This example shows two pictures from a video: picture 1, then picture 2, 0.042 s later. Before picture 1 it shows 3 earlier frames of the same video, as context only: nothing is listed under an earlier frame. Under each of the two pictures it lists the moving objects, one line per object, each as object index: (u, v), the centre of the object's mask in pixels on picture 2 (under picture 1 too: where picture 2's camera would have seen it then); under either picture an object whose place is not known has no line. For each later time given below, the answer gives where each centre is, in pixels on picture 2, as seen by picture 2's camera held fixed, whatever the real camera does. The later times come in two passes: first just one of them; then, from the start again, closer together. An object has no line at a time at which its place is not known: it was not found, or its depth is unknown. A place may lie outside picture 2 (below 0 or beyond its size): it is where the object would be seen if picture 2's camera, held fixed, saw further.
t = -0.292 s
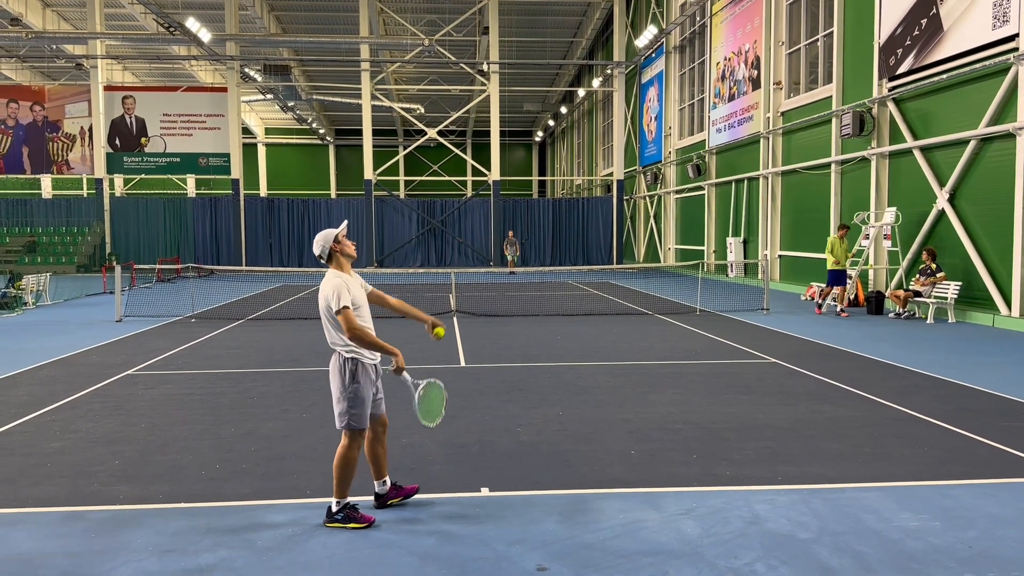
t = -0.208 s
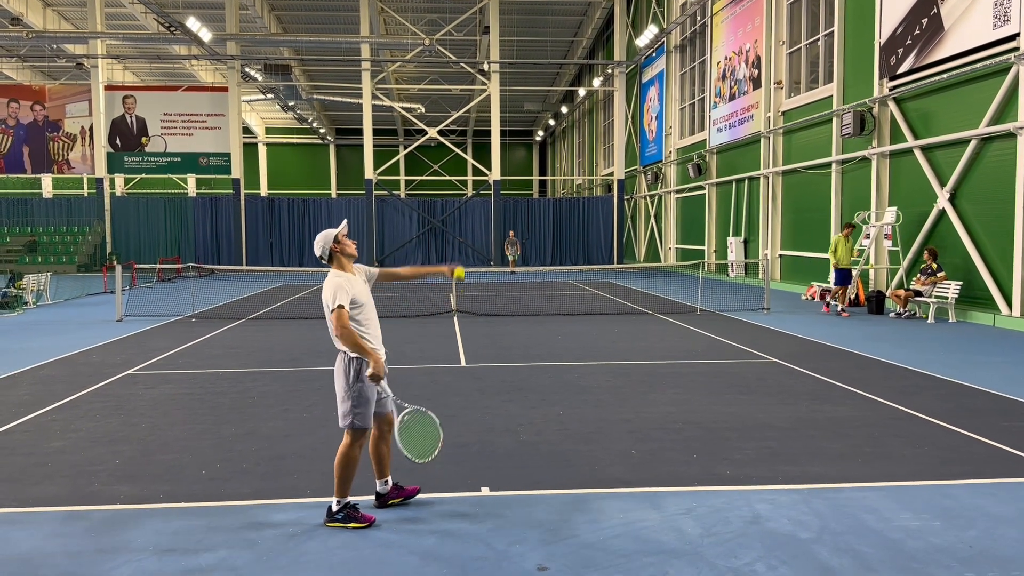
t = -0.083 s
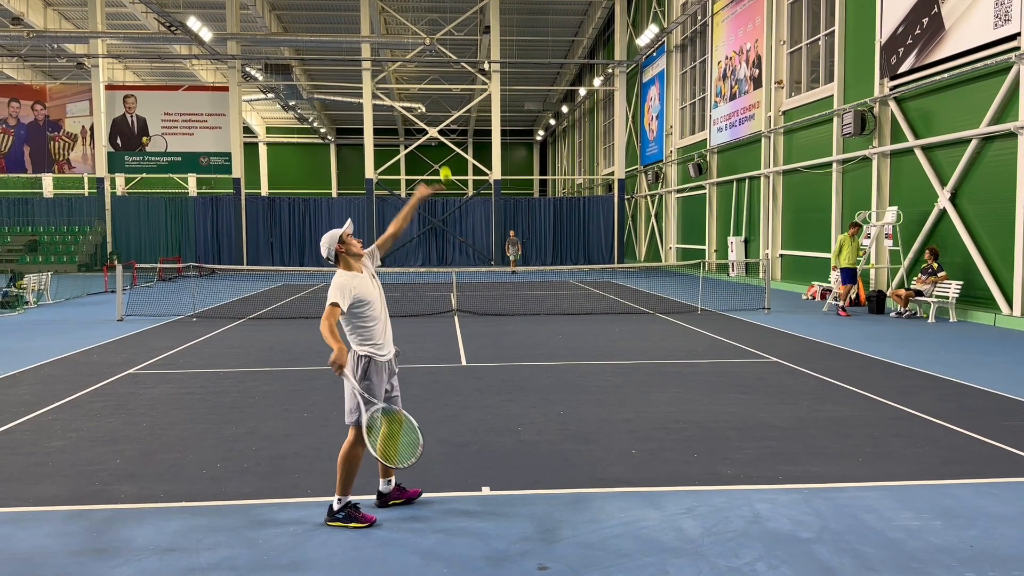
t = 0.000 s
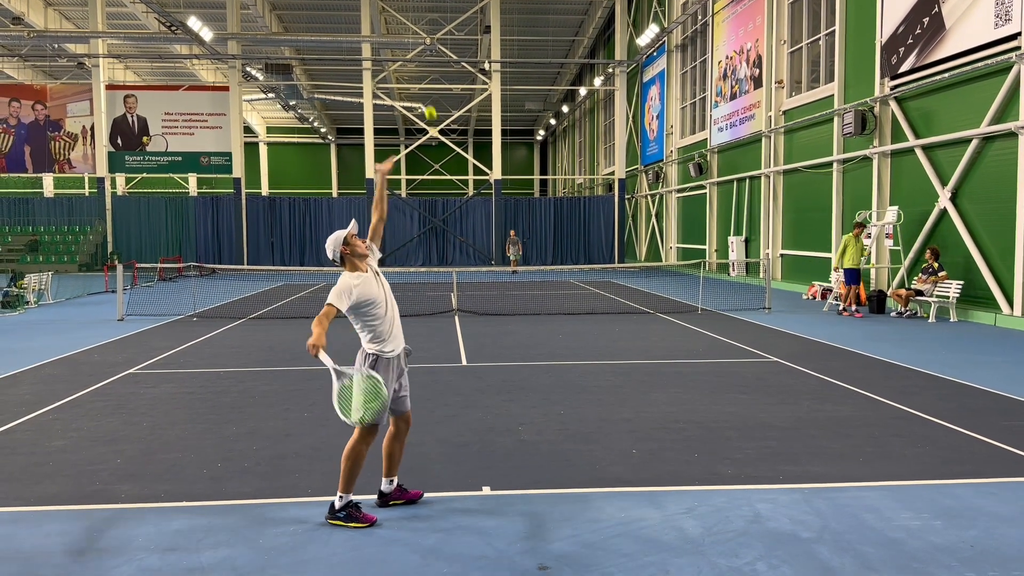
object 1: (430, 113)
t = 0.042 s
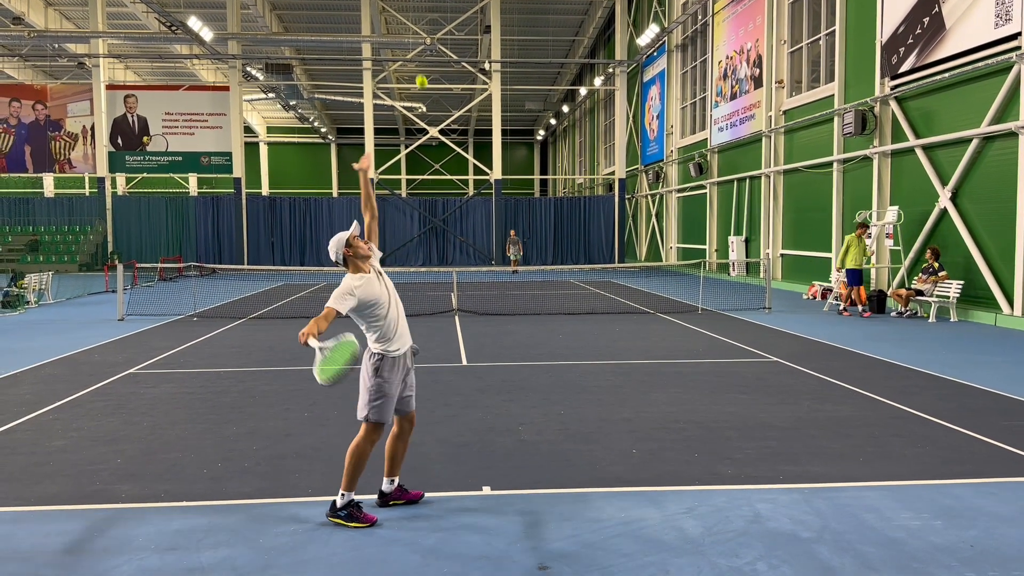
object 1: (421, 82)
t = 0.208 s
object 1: (395, 13)
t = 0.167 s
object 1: (401, 25)
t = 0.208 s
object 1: (395, 13)
